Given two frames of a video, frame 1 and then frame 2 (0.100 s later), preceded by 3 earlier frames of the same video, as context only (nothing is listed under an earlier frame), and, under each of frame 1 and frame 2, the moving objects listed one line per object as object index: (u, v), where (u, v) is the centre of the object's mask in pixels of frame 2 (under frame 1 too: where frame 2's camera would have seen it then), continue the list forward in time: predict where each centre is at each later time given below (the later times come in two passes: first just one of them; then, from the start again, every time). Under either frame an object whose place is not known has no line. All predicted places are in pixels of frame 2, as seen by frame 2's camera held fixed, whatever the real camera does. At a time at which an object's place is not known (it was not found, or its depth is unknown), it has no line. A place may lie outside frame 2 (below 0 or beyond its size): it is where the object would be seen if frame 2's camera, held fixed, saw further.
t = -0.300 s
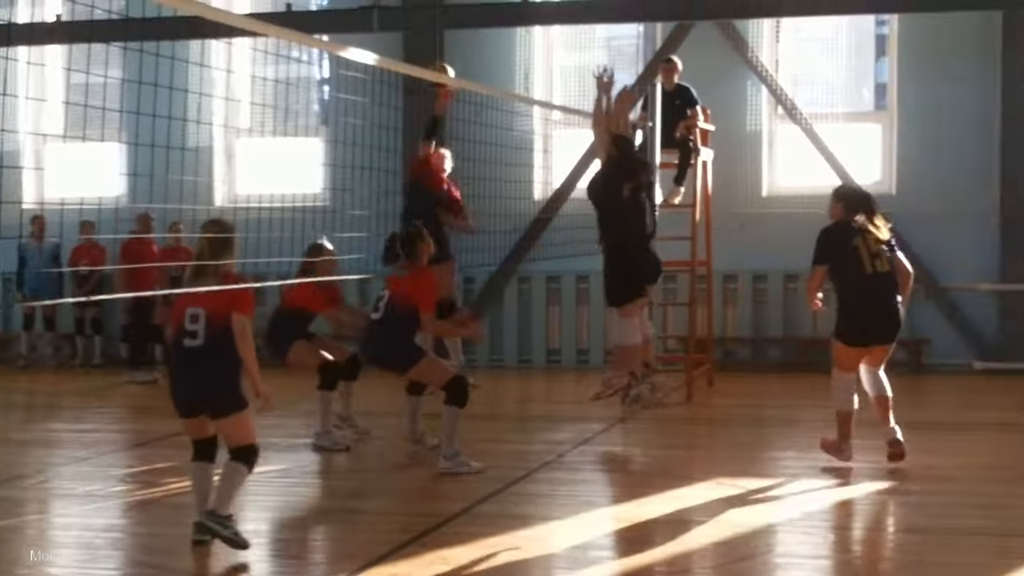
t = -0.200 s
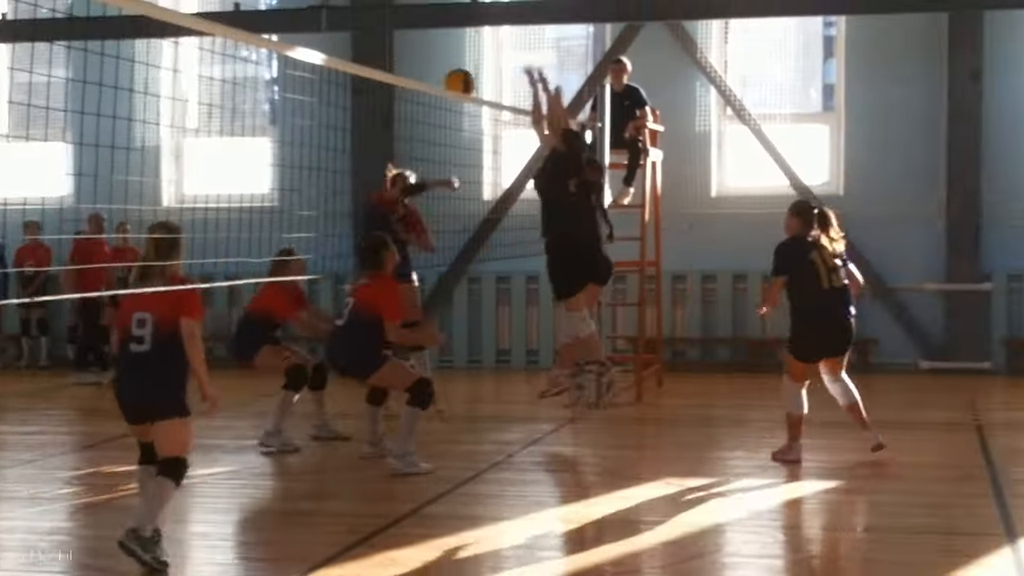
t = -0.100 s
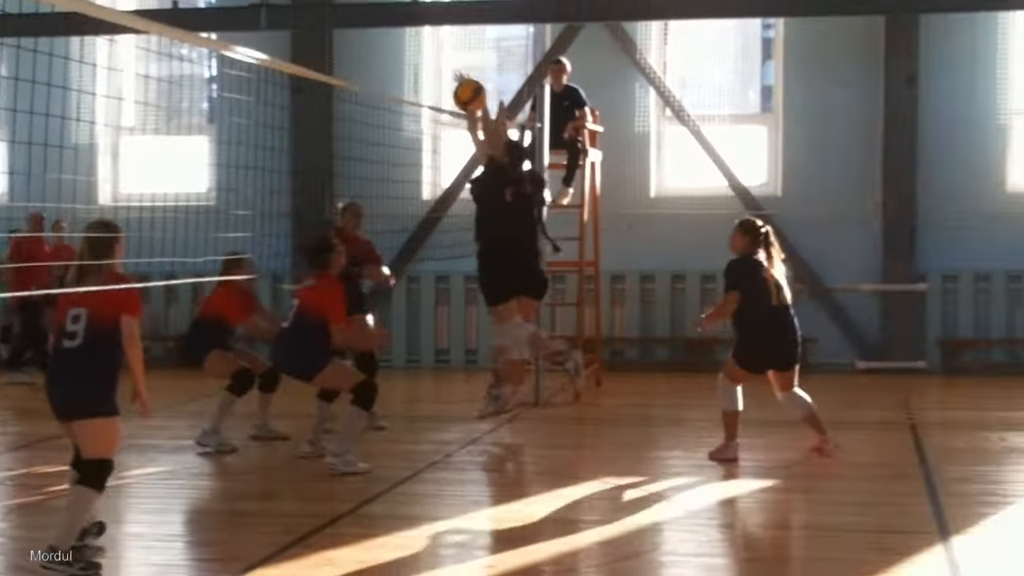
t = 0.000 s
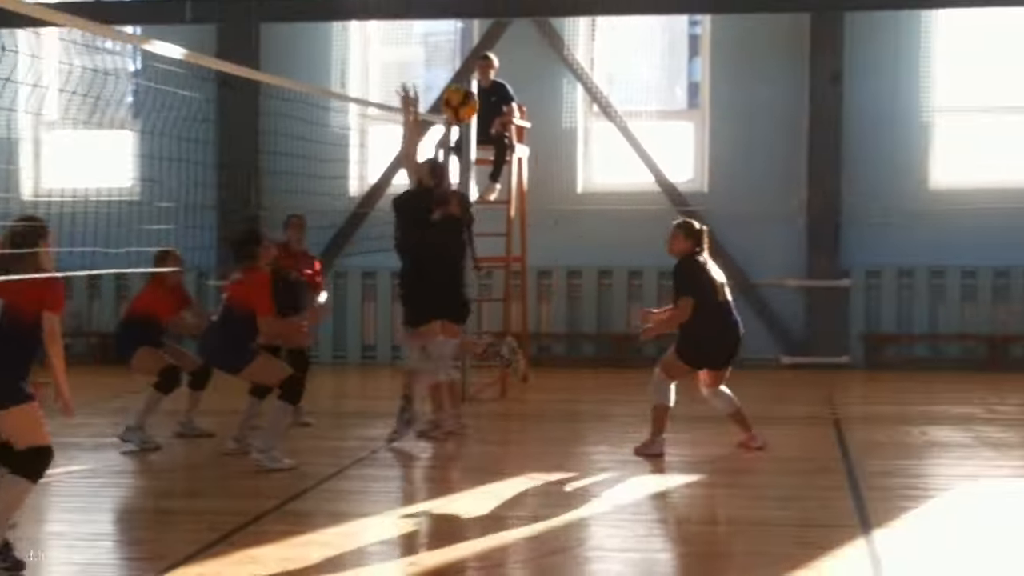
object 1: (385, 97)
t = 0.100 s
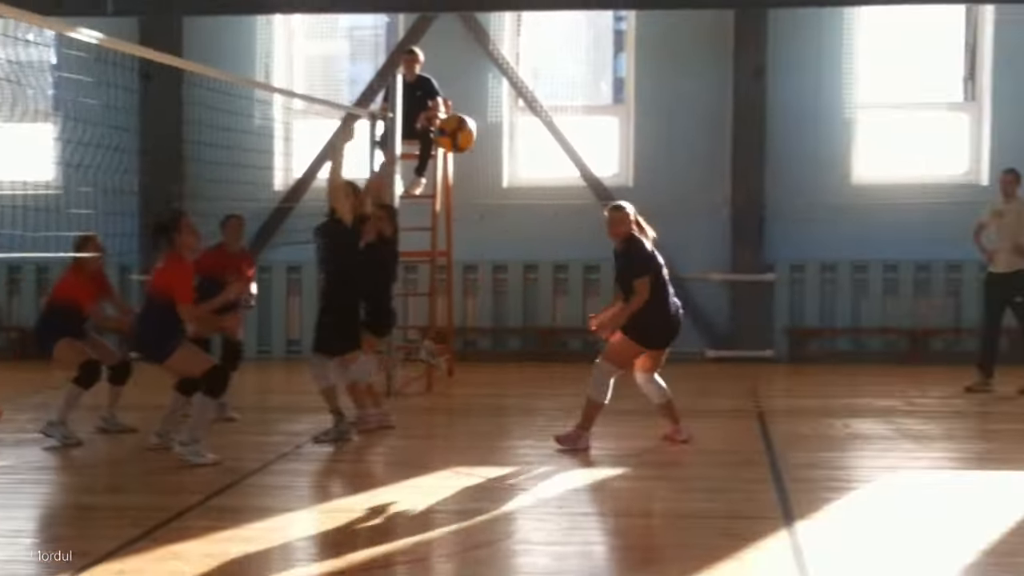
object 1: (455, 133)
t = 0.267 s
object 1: (592, 258)
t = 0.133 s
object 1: (481, 151)
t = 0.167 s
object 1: (506, 173)
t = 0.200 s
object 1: (533, 197)
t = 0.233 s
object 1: (561, 224)
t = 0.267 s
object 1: (592, 258)
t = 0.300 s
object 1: (622, 295)
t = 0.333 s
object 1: (654, 336)
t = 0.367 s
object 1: (690, 383)
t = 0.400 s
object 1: (725, 436)
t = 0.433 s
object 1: (761, 494)
